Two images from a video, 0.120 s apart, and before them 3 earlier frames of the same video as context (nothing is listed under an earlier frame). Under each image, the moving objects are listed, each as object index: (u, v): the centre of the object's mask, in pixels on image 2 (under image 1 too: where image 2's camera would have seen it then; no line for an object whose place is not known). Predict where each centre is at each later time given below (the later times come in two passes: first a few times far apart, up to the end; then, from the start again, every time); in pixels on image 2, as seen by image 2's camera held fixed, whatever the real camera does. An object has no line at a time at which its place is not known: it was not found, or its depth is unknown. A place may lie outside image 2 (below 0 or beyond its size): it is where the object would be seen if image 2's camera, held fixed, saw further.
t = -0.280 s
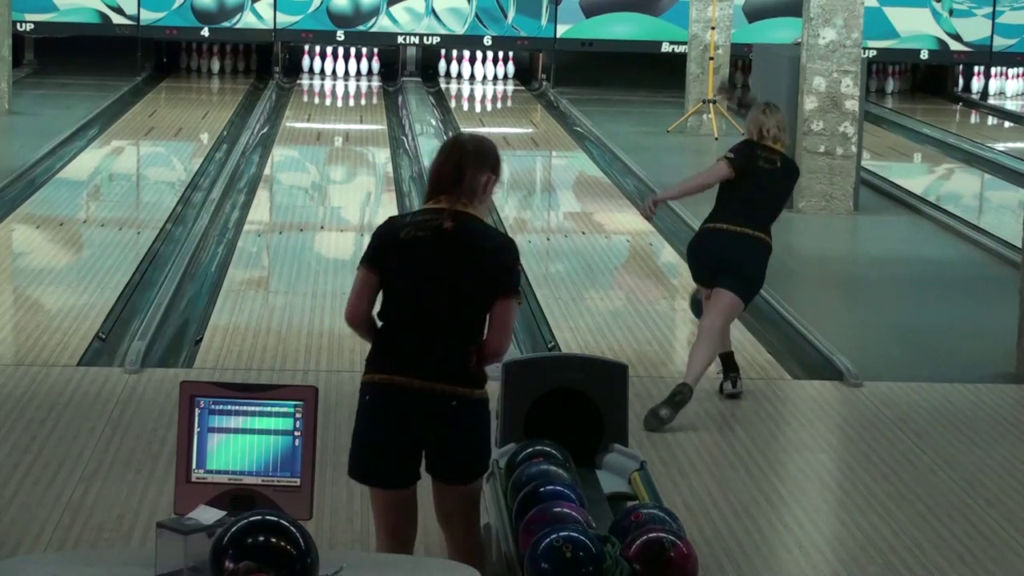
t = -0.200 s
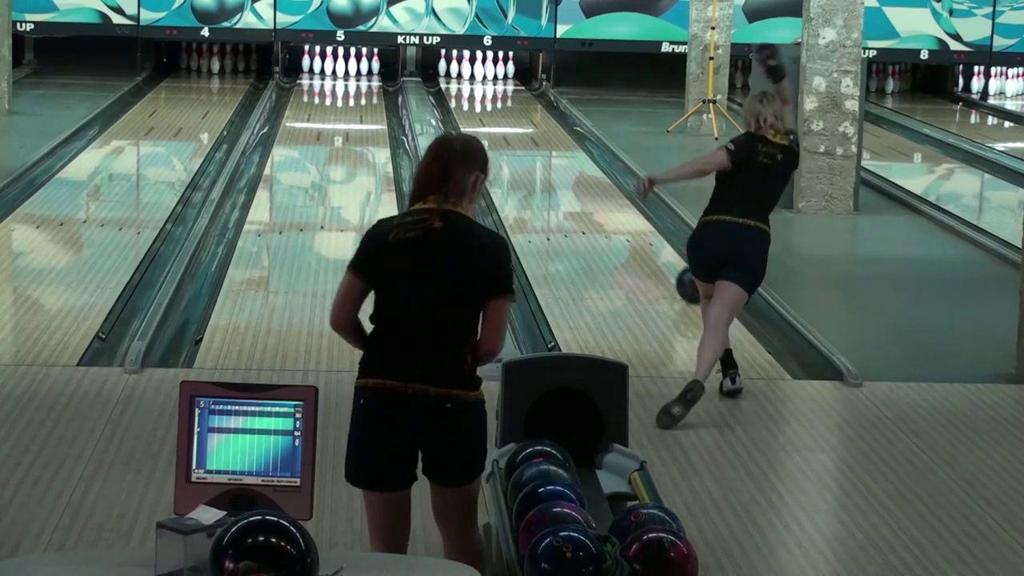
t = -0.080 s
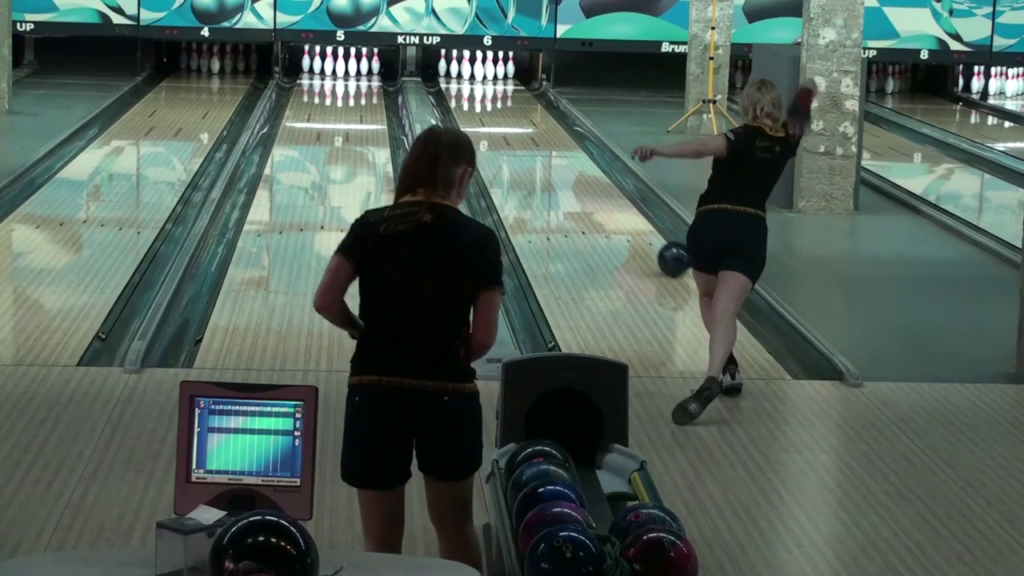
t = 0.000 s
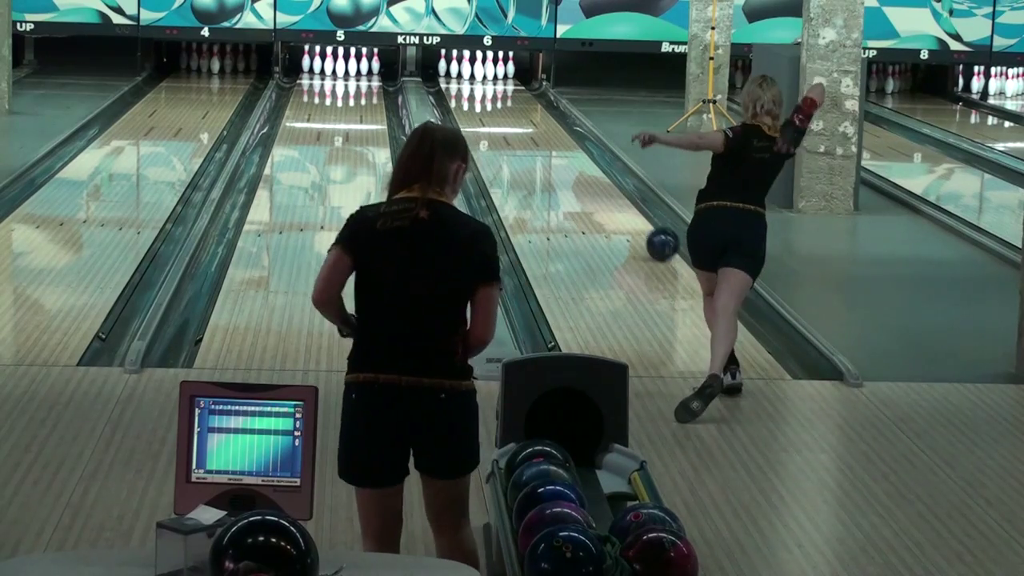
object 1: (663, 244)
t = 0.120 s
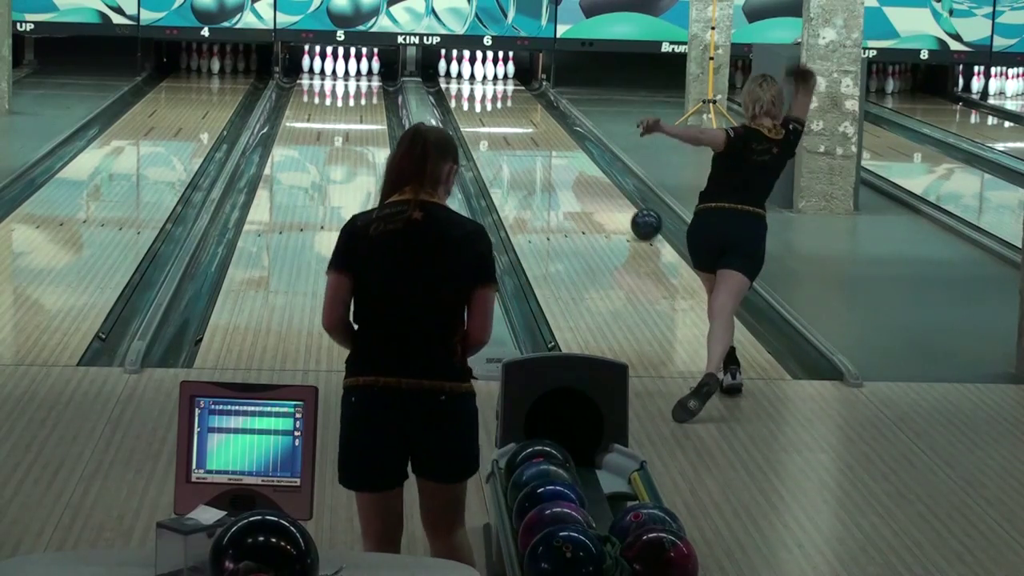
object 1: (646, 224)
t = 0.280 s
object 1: (627, 201)
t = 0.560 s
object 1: (598, 168)
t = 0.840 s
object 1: (575, 142)
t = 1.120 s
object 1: (554, 122)
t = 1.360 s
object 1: (538, 108)
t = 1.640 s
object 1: (519, 93)
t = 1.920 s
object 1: (499, 81)
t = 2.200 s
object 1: (484, 72)
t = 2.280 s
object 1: (483, 71)
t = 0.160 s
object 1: (641, 218)
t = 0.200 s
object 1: (636, 212)
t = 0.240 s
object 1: (631, 206)
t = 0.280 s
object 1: (627, 201)
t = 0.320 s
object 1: (622, 196)
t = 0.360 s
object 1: (618, 191)
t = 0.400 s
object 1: (614, 186)
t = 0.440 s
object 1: (610, 181)
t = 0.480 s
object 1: (606, 177)
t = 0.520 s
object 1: (602, 172)
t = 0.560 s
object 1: (598, 168)
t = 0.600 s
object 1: (595, 165)
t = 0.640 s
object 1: (591, 161)
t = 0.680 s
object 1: (588, 157)
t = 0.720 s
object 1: (584, 153)
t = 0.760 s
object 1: (581, 149)
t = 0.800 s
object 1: (578, 145)
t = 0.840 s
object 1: (575, 142)
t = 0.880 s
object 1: (572, 139)
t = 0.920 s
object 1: (569, 136)
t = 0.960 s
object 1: (566, 133)
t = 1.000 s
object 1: (563, 131)
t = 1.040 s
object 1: (560, 127)
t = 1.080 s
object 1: (557, 124)
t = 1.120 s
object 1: (554, 122)
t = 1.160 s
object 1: (552, 119)
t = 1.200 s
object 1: (549, 117)
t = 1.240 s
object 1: (546, 114)
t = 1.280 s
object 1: (544, 111)
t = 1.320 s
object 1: (540, 110)
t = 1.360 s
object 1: (538, 108)
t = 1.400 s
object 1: (535, 105)
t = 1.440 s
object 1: (532, 103)
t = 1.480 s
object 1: (530, 101)
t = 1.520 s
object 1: (527, 99)
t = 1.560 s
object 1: (524, 97)
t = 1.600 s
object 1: (521, 95)
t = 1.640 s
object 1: (519, 93)
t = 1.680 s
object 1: (516, 91)
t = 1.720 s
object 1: (514, 89)
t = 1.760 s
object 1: (511, 87)
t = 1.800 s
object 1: (508, 86)
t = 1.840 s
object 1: (505, 84)
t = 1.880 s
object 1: (502, 83)
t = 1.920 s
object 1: (499, 81)
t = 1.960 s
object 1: (496, 79)
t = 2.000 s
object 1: (493, 78)
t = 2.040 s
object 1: (491, 77)
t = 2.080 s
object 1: (488, 75)
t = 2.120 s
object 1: (486, 74)
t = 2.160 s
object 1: (486, 73)
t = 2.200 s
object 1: (484, 72)
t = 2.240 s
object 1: (483, 72)
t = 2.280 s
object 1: (483, 71)
